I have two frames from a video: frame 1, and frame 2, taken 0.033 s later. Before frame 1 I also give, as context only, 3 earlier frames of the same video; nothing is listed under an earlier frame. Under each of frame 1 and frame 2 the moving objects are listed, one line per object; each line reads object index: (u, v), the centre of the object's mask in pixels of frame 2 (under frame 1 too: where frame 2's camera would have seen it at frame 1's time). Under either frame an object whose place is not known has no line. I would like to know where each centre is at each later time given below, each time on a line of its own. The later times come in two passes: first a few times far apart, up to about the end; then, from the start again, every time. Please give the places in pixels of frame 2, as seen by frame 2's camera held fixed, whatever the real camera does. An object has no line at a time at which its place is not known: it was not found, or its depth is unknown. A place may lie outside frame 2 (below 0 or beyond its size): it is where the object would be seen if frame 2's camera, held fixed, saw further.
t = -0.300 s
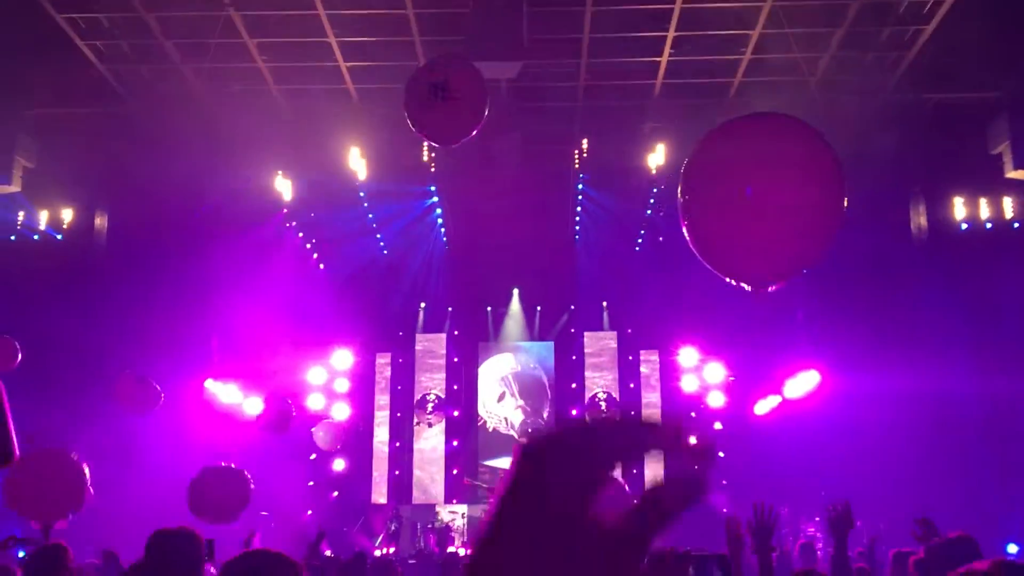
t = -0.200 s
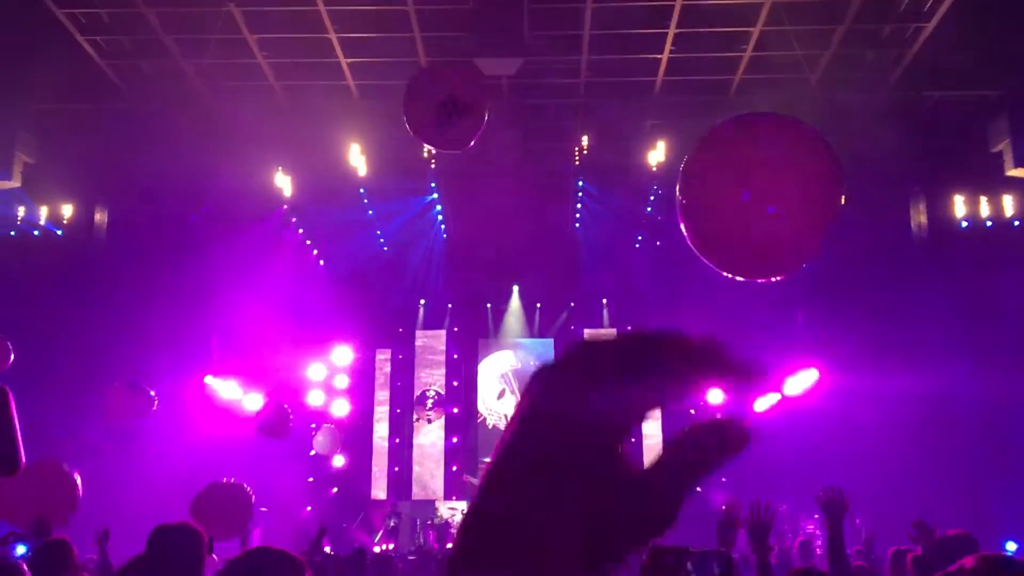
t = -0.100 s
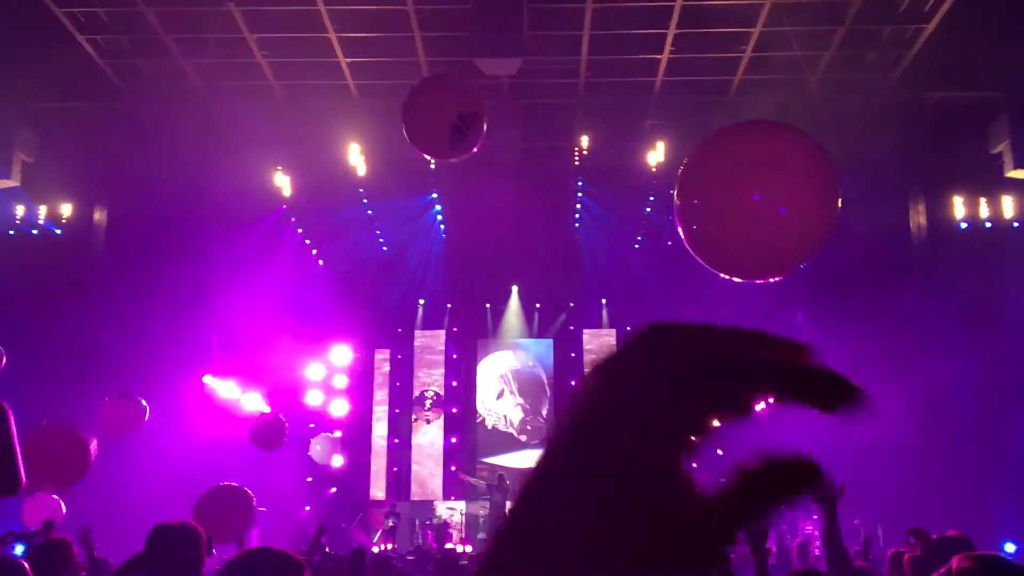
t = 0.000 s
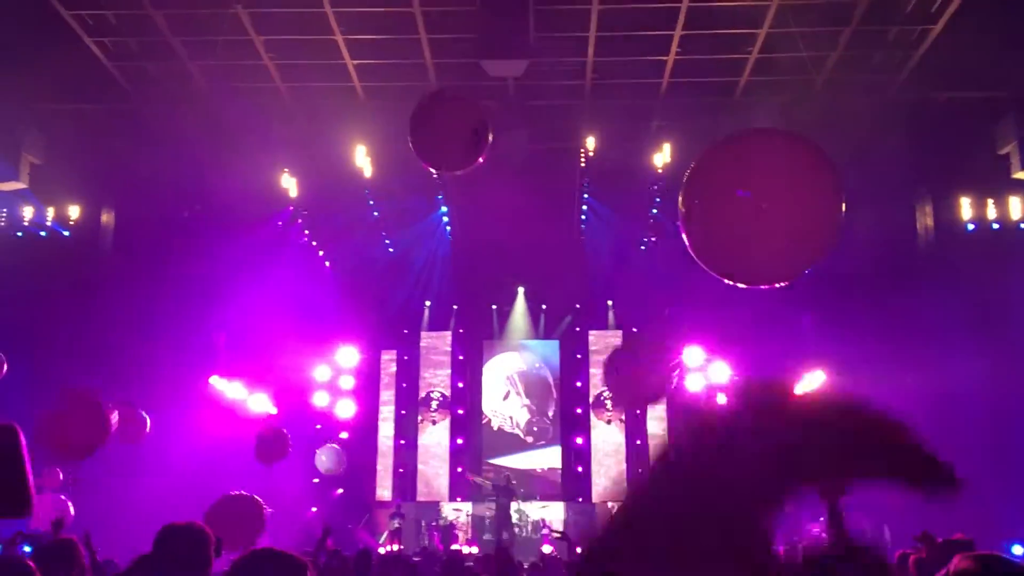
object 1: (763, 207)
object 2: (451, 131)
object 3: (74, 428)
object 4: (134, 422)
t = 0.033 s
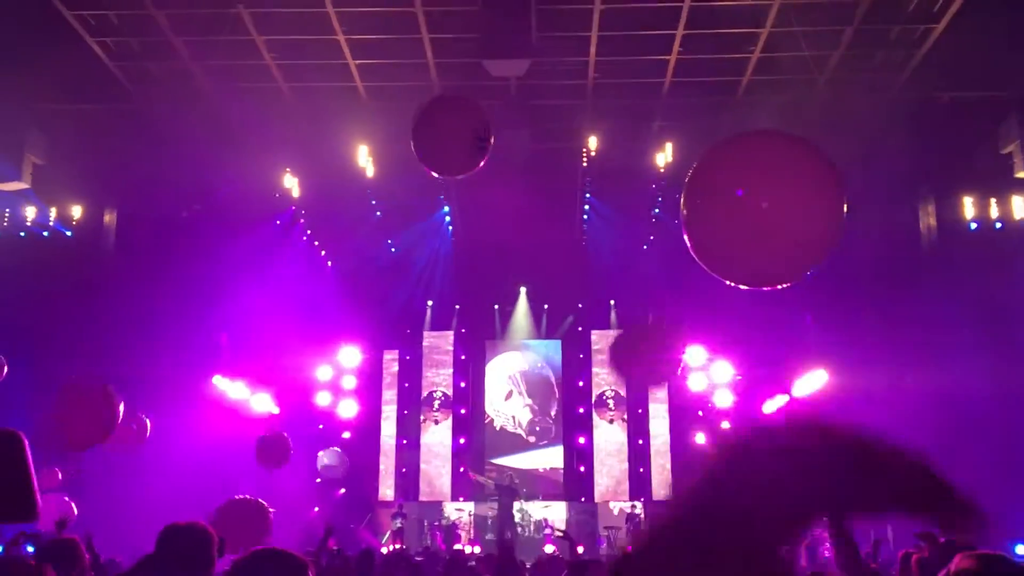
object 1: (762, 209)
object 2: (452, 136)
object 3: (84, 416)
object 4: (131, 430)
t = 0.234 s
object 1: (758, 223)
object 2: (452, 162)
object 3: (104, 364)
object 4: (109, 455)
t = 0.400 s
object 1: (756, 237)
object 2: (453, 189)
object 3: (107, 334)
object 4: (98, 476)
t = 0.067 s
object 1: (762, 211)
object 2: (452, 139)
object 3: (88, 406)
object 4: (125, 436)
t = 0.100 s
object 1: (761, 213)
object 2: (452, 144)
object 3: (93, 395)
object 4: (119, 439)
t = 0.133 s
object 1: (760, 216)
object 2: (452, 147)
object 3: (95, 388)
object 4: (116, 441)
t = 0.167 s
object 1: (760, 218)
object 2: (452, 152)
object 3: (98, 379)
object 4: (114, 446)
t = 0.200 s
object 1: (758, 220)
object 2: (452, 156)
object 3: (102, 371)
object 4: (111, 450)
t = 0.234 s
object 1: (758, 223)
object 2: (452, 162)
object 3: (104, 364)
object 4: (109, 455)
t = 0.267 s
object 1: (756, 225)
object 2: (452, 167)
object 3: (106, 356)
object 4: (107, 459)
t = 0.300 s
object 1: (756, 228)
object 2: (452, 172)
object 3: (107, 349)
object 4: (105, 463)
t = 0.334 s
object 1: (757, 231)
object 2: (453, 178)
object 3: (108, 346)
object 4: (103, 467)
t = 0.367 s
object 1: (756, 233)
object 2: (453, 183)
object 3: (107, 340)
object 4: (101, 471)
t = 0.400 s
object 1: (756, 237)
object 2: (453, 189)
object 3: (107, 334)
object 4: (98, 476)
